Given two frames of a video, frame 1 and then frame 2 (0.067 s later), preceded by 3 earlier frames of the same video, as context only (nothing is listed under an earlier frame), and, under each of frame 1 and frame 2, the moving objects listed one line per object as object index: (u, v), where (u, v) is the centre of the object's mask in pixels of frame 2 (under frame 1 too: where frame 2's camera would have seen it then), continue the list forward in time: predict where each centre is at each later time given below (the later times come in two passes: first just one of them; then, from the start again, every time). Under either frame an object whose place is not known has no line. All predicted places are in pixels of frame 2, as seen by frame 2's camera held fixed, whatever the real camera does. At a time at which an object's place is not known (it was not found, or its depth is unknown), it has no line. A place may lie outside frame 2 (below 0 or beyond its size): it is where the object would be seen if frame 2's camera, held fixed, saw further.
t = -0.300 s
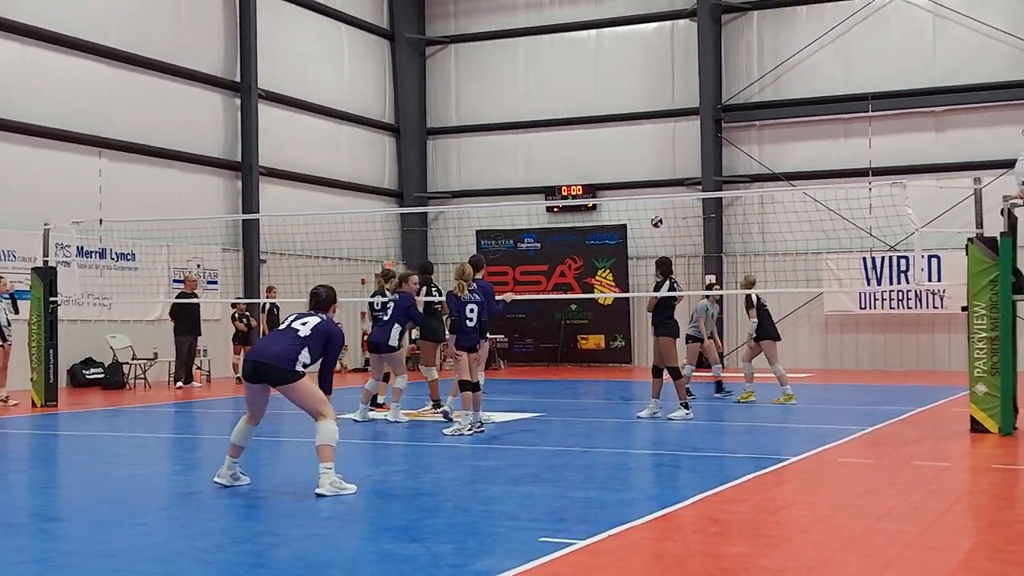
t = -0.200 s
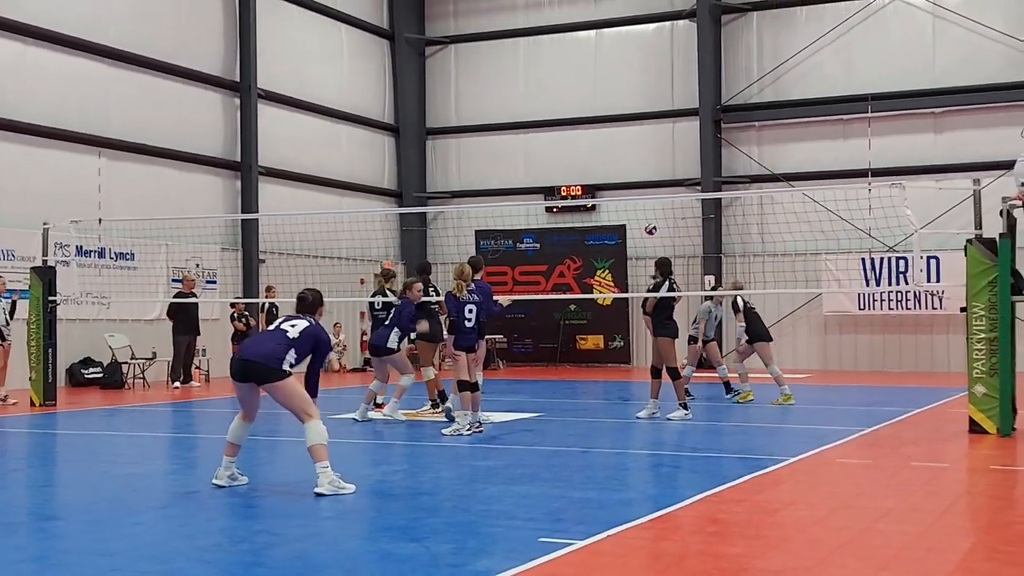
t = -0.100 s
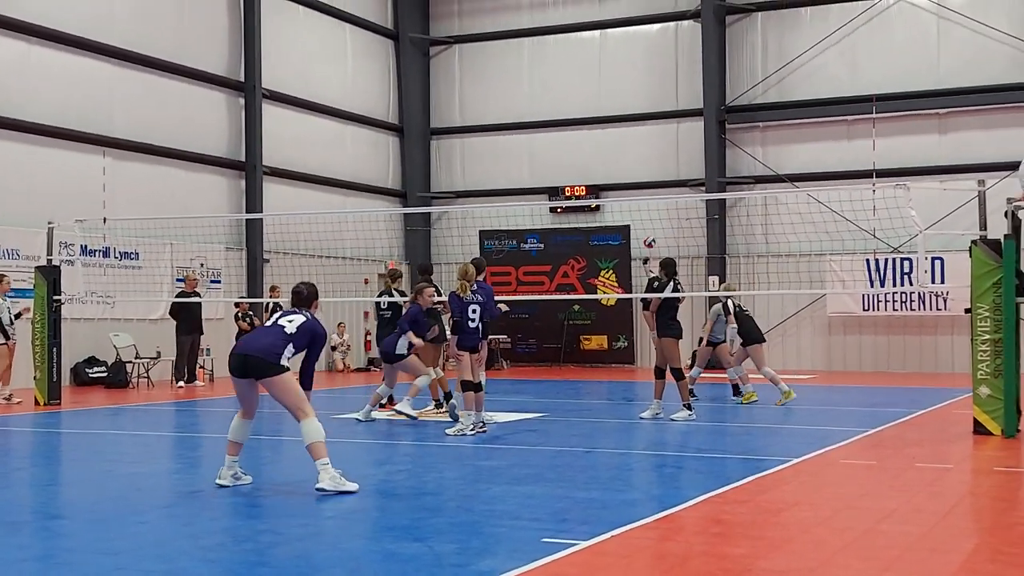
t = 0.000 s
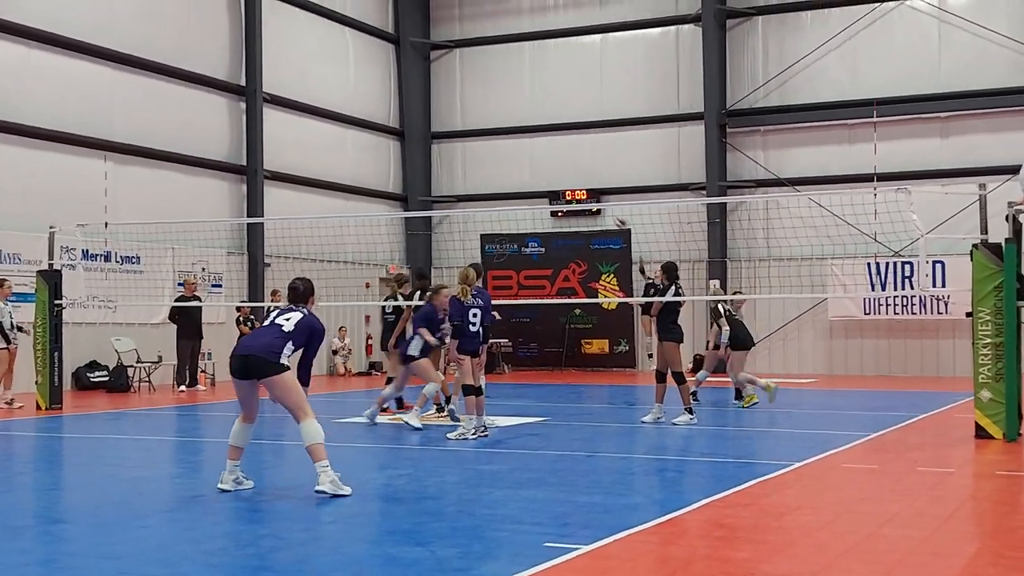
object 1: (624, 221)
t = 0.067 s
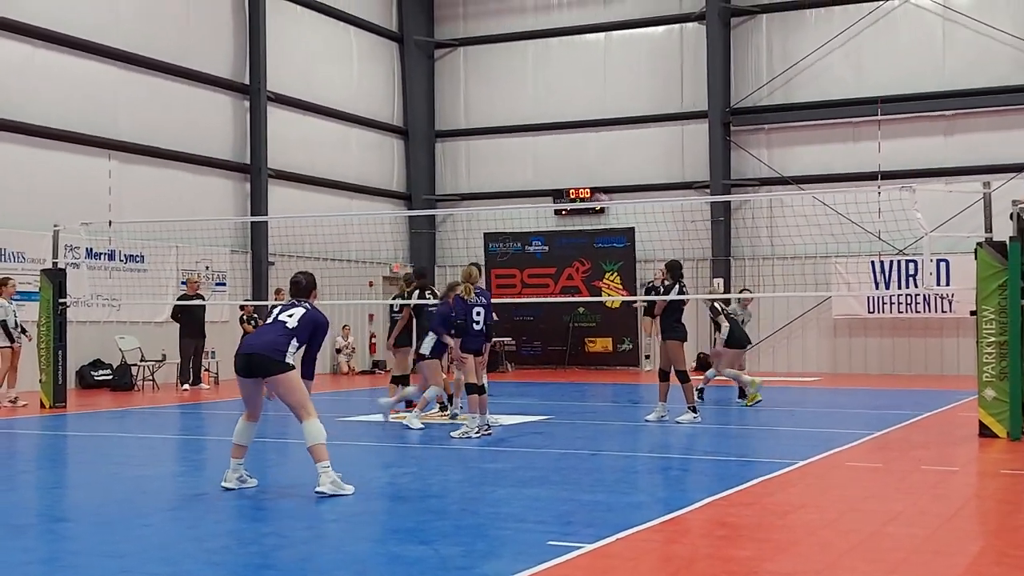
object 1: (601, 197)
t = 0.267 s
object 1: (520, 146)
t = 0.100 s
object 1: (592, 190)
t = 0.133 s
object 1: (575, 180)
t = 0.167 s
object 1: (562, 170)
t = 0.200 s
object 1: (550, 162)
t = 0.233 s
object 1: (535, 154)
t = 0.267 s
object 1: (520, 146)
